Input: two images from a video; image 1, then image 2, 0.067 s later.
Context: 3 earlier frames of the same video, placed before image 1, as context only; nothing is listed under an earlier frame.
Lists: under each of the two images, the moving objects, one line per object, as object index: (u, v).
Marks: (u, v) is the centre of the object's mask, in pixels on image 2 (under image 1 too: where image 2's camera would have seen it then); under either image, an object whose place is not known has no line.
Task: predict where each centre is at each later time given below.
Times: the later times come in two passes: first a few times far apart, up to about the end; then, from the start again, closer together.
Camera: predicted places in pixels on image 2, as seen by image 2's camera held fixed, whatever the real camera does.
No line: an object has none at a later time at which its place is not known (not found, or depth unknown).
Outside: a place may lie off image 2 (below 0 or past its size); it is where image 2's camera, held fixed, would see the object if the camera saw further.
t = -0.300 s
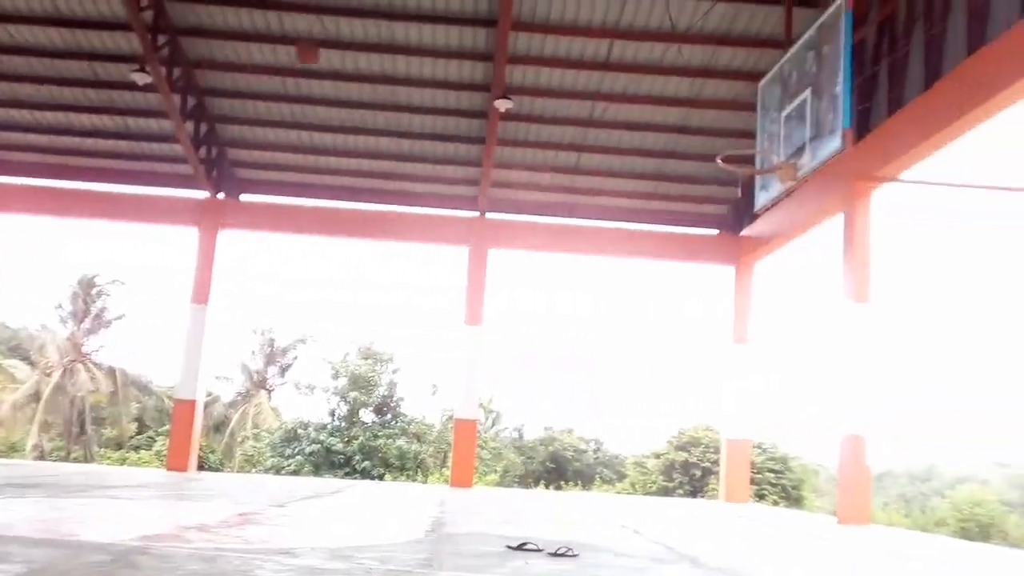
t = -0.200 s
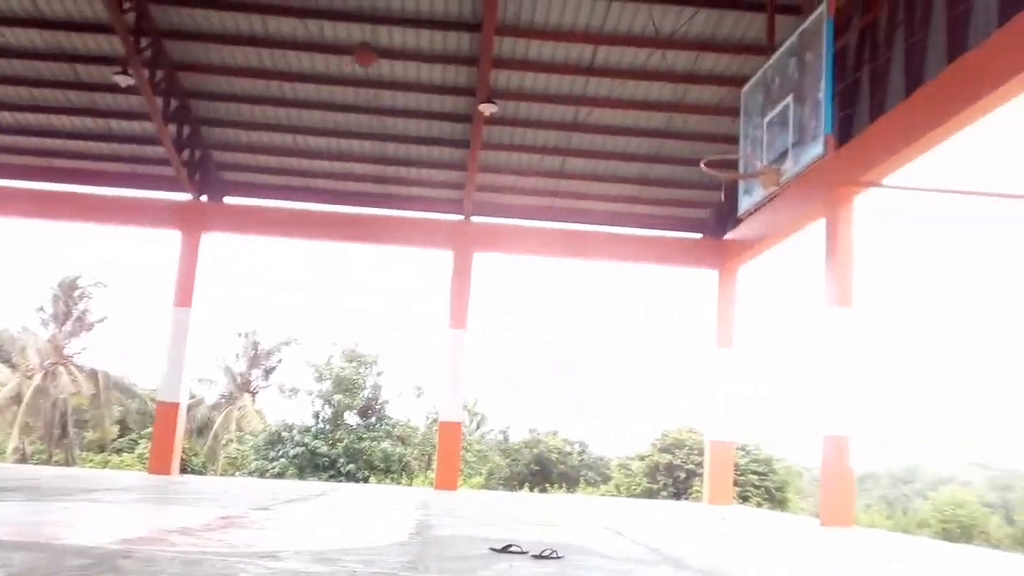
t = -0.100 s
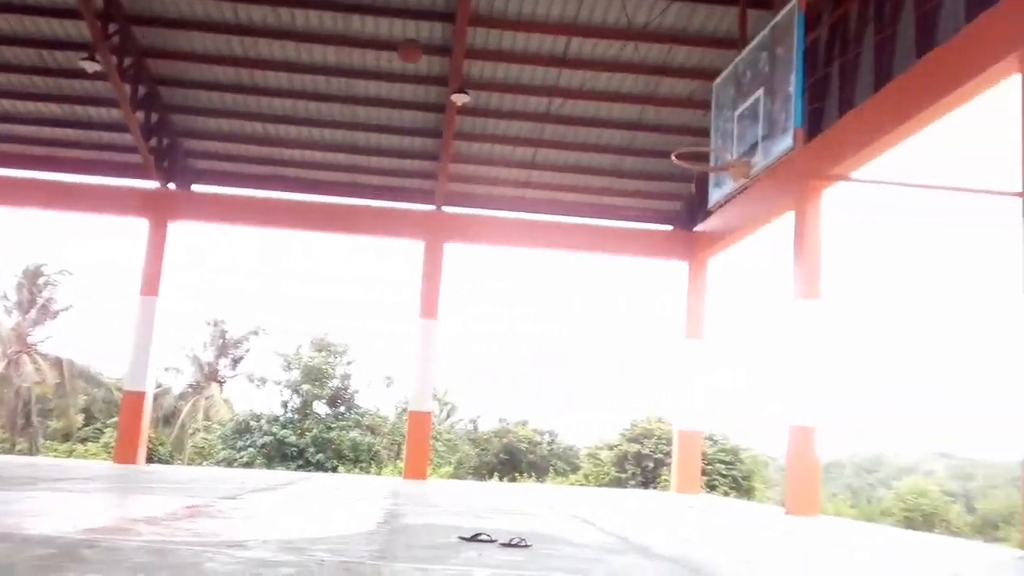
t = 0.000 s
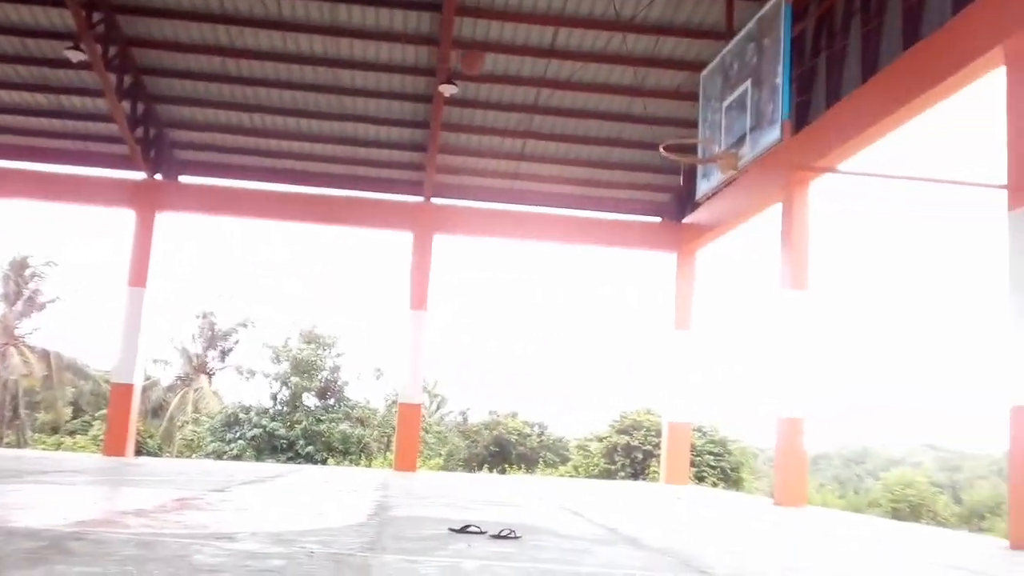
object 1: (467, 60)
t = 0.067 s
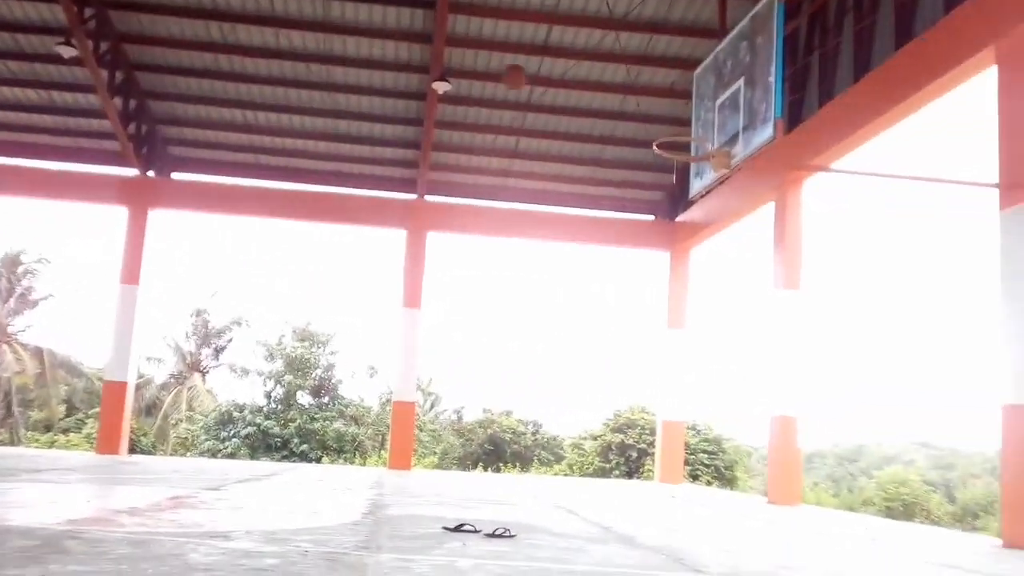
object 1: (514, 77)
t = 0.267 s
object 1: (666, 166)
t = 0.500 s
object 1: (573, 284)
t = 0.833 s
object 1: (358, 439)
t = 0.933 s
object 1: (305, 364)
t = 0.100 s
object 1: (539, 88)
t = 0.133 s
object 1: (564, 101)
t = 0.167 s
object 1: (591, 115)
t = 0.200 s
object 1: (617, 132)
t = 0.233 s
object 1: (641, 149)
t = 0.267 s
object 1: (666, 166)
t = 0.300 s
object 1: (690, 188)
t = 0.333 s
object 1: (675, 200)
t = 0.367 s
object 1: (660, 213)
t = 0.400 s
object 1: (638, 226)
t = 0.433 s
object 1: (614, 245)
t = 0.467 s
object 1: (593, 263)
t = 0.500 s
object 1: (573, 284)
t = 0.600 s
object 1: (508, 356)
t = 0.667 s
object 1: (463, 418)
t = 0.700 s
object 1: (441, 448)
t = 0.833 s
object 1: (358, 439)
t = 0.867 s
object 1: (340, 411)
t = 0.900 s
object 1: (322, 386)
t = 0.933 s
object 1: (305, 364)
